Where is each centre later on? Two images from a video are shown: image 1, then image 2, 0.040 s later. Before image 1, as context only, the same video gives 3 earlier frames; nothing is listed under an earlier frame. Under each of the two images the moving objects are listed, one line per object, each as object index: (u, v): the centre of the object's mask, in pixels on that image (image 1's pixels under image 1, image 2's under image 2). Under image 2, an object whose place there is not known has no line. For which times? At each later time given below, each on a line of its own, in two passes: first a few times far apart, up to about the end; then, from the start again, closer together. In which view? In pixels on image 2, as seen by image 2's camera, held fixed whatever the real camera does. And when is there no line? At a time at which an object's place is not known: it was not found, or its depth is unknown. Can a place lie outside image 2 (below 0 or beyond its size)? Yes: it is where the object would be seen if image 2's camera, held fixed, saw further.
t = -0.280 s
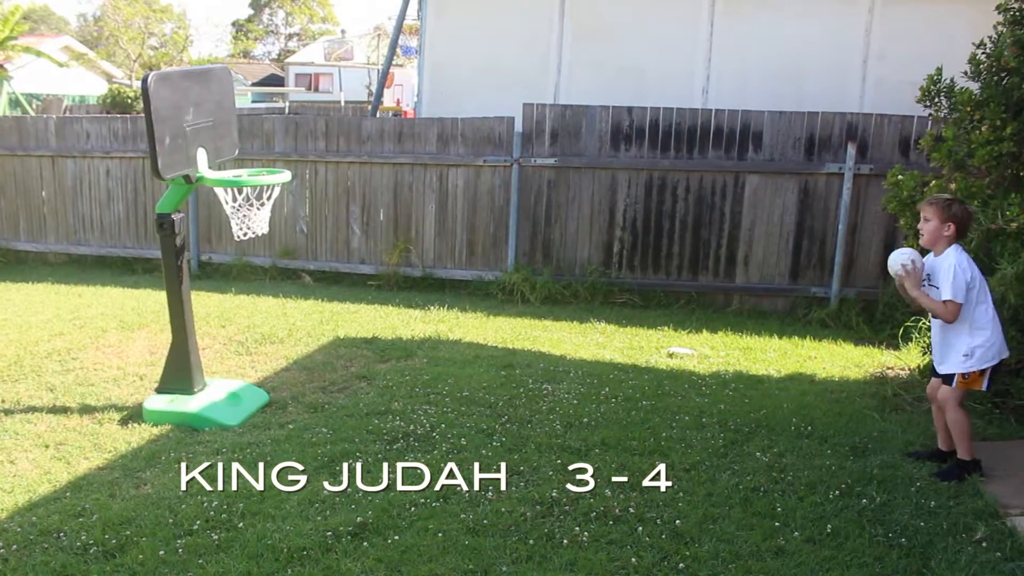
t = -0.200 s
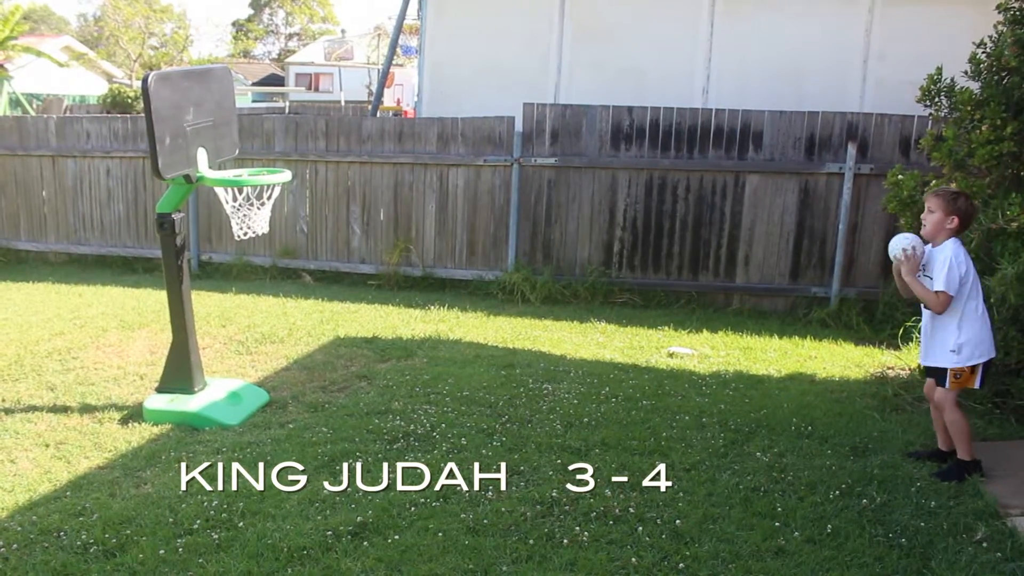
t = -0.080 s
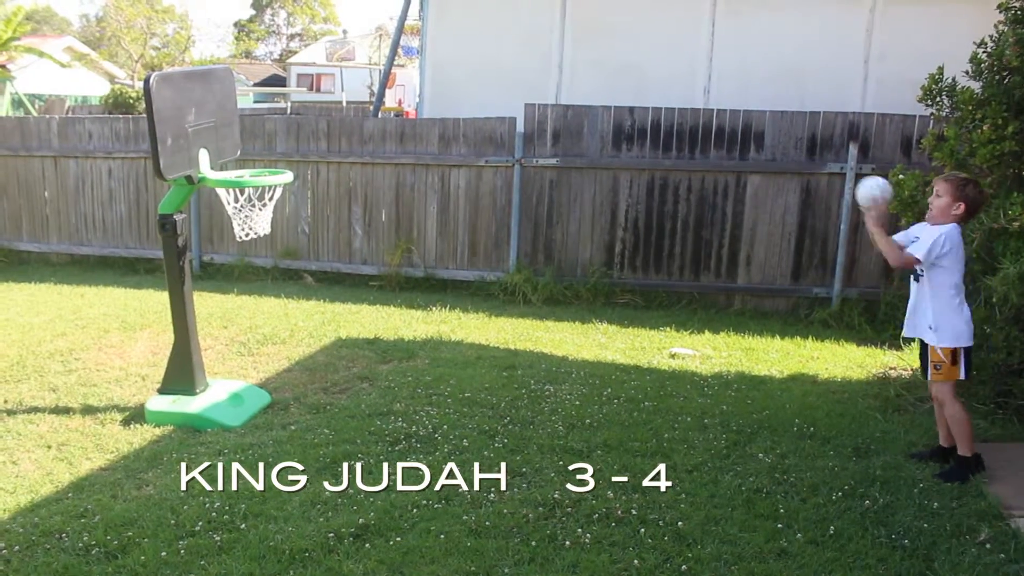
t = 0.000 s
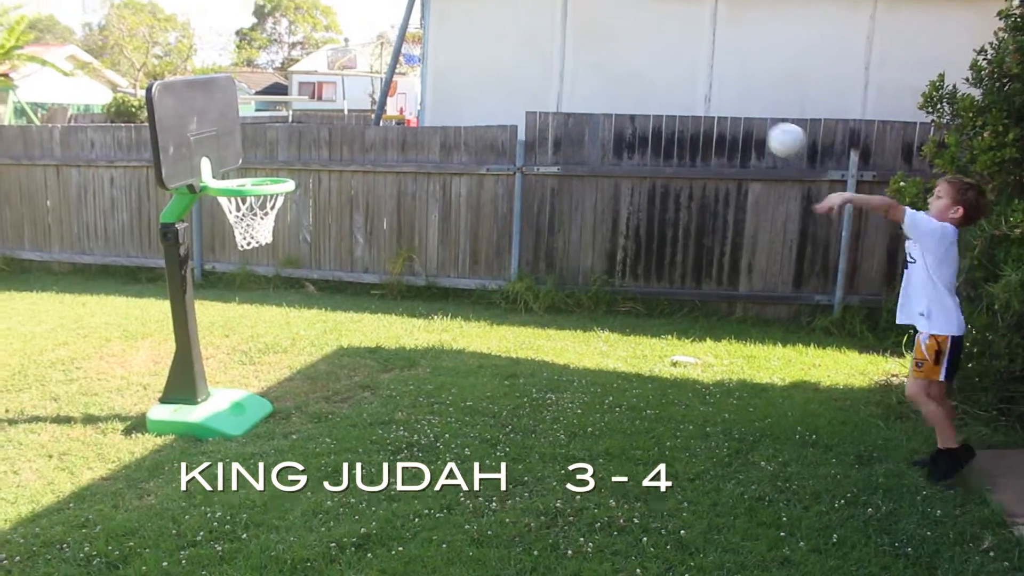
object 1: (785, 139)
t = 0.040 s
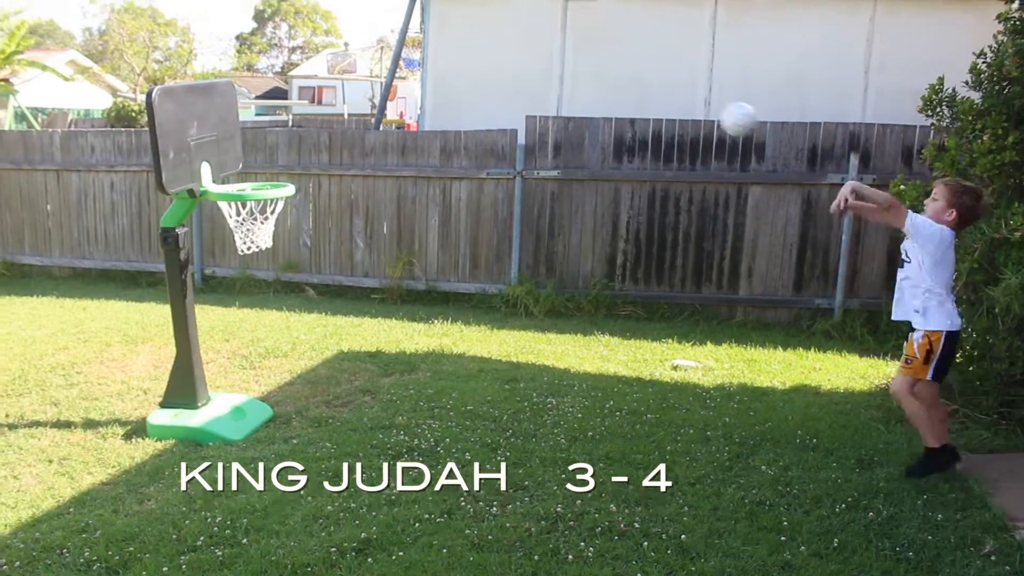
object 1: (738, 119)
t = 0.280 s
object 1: (461, 64)
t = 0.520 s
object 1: (216, 148)
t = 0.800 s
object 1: (300, 294)
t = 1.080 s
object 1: (330, 392)
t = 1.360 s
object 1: (326, 410)
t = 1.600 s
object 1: (306, 411)
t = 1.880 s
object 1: (279, 416)
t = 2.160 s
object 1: (272, 418)
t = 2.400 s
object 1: (282, 419)
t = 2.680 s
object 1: (280, 420)
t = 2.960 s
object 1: (280, 419)
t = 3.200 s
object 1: (280, 420)
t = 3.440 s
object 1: (280, 419)
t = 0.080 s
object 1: (691, 98)
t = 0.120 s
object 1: (645, 83)
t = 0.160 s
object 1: (598, 72)
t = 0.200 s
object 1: (552, 65)
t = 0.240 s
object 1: (505, 62)
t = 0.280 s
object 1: (461, 64)
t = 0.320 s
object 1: (414, 70)
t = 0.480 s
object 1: (244, 128)
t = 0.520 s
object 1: (216, 148)
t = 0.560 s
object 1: (231, 162)
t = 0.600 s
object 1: (246, 178)
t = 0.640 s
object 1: (263, 207)
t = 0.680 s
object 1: (273, 229)
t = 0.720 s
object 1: (285, 243)
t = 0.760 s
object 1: (291, 269)
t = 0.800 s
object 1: (300, 294)
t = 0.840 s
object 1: (309, 322)
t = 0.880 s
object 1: (316, 354)
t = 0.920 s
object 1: (323, 389)
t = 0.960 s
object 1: (330, 424)
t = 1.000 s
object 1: (330, 412)
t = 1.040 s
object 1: (330, 400)
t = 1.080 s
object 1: (330, 392)
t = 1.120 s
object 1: (330, 387)
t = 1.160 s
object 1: (329, 386)
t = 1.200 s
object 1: (329, 387)
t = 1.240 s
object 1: (329, 391)
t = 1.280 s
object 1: (328, 398)
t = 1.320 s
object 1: (328, 409)
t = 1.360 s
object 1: (326, 410)
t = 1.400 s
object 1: (323, 407)
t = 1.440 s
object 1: (320, 407)
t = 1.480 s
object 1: (317, 409)
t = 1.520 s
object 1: (313, 411)
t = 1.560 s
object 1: (309, 411)
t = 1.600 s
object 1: (306, 411)
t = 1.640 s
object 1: (302, 412)
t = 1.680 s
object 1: (299, 413)
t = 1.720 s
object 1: (295, 414)
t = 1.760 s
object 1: (291, 414)
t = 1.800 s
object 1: (287, 415)
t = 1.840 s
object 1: (283, 415)
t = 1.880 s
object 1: (279, 416)
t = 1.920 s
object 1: (276, 417)
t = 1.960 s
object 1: (273, 417)
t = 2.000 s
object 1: (272, 417)
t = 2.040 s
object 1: (271, 417)
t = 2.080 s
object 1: (271, 417)
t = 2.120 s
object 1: (271, 418)
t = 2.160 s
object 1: (272, 418)
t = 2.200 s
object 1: (274, 418)
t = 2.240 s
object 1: (276, 419)
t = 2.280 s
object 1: (278, 419)
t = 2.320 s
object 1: (280, 419)
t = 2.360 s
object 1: (281, 419)
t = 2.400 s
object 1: (282, 419)
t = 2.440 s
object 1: (281, 420)
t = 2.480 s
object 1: (281, 419)
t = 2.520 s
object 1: (280, 420)
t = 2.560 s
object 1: (280, 420)
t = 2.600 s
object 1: (280, 419)
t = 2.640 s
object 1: (280, 419)
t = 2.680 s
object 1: (280, 420)
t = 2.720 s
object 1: (280, 420)
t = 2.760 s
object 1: (280, 420)
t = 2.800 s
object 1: (280, 420)
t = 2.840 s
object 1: (280, 420)
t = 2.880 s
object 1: (280, 420)
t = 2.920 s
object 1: (280, 420)
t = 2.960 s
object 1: (280, 419)
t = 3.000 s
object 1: (280, 419)
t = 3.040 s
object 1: (280, 419)
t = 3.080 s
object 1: (280, 419)
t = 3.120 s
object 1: (280, 420)
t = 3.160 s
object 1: (280, 420)
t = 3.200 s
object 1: (280, 420)
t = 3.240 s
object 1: (280, 419)
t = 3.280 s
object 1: (280, 419)
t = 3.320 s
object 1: (280, 419)
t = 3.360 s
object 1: (280, 419)
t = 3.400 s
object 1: (280, 419)
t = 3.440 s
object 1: (280, 419)
